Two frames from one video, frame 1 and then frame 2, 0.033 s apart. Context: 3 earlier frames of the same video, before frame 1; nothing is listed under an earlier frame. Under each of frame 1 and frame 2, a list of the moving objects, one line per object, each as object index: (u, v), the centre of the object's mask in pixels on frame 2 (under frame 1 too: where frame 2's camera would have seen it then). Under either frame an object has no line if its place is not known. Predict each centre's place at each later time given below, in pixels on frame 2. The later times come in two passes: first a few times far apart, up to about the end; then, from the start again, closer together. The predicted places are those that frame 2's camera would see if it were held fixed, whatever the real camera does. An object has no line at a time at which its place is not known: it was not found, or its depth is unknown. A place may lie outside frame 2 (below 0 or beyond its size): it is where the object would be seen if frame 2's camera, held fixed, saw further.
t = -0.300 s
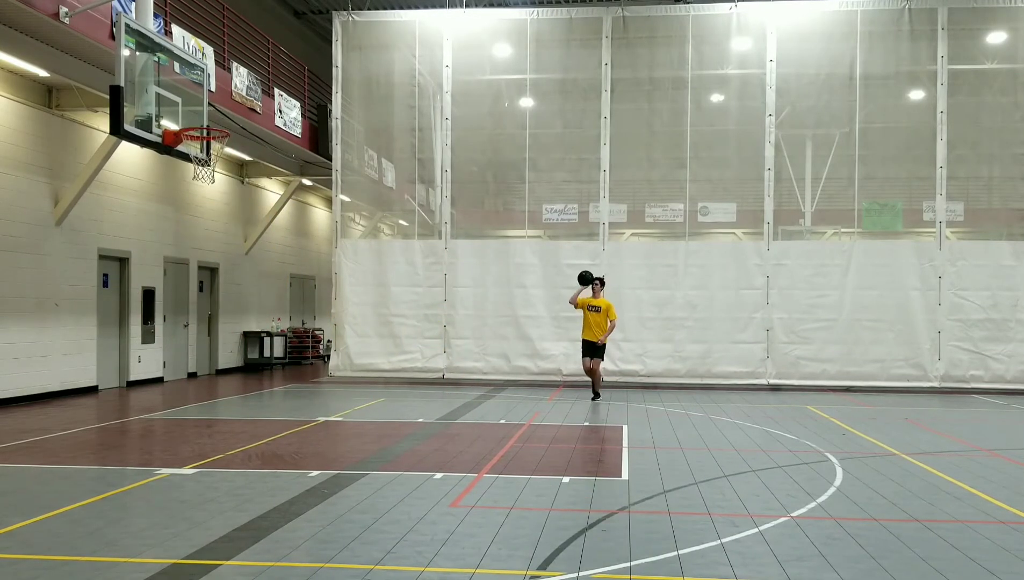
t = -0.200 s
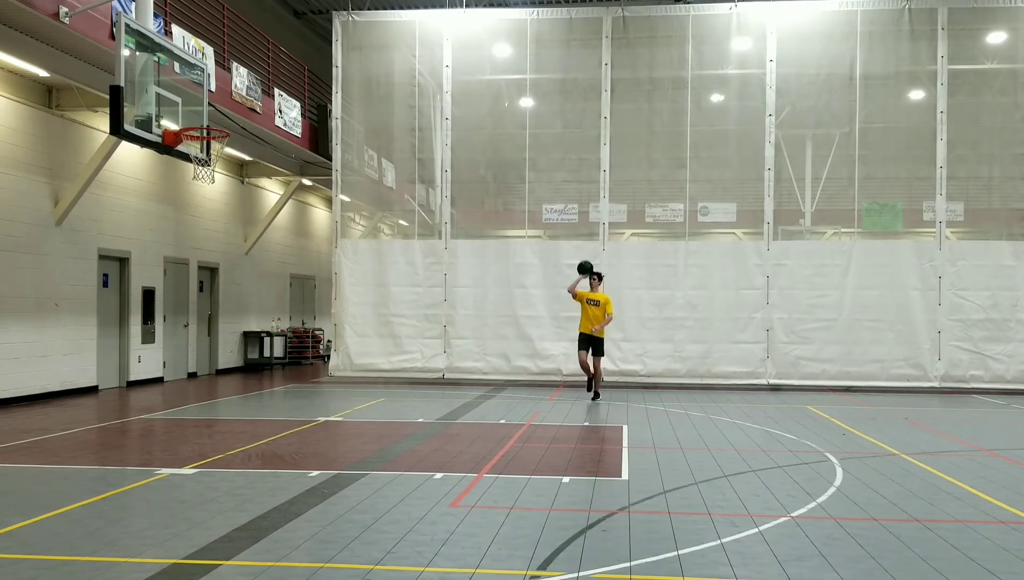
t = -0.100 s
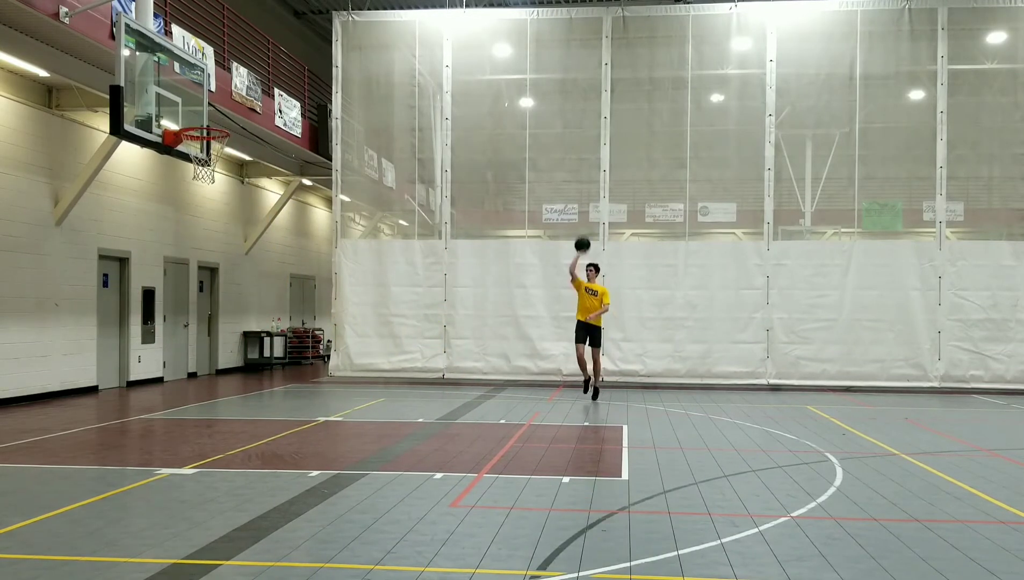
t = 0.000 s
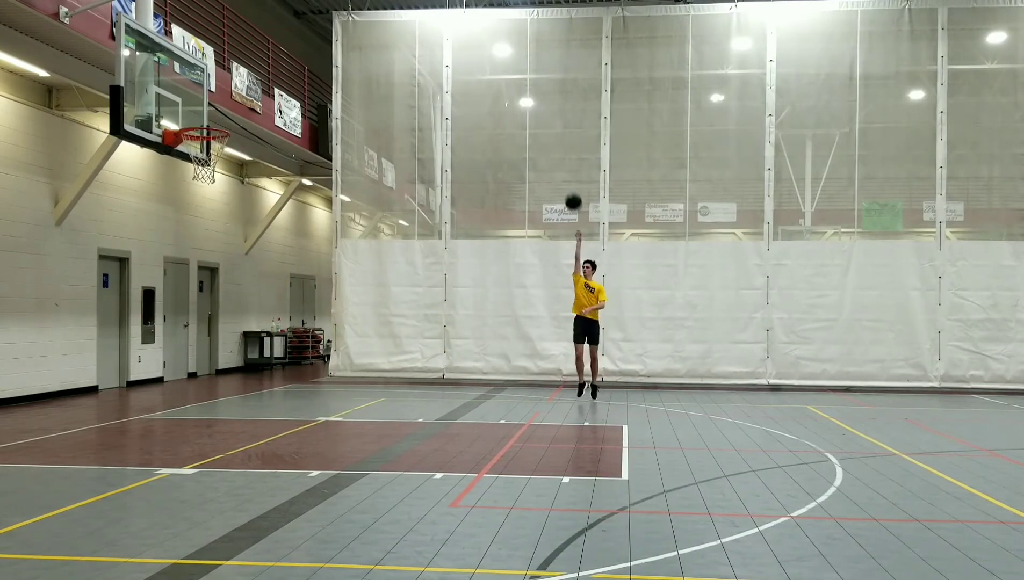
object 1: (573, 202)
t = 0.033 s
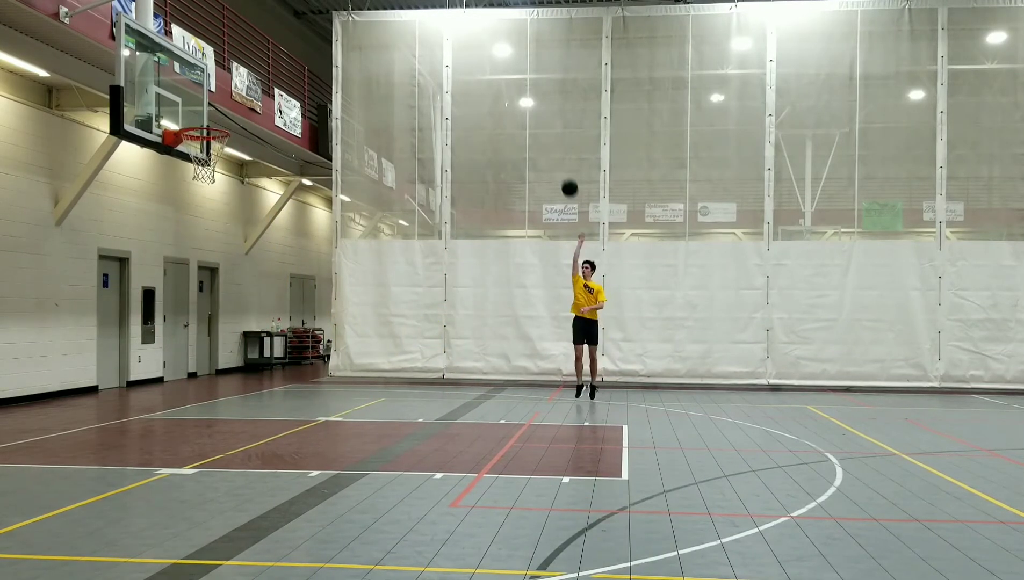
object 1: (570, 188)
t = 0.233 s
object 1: (547, 119)
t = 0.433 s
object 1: (523, 77)
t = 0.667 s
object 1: (493, 62)
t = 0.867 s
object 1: (466, 83)
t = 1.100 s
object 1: (433, 148)
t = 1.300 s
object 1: (403, 242)
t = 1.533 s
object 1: (364, 399)
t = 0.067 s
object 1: (566, 175)
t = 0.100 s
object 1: (562, 162)
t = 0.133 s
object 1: (558, 151)
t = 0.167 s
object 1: (554, 140)
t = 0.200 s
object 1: (551, 129)
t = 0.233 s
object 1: (547, 119)
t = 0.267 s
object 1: (543, 110)
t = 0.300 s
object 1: (539, 102)
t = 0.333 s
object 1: (536, 94)
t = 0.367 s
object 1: (531, 88)
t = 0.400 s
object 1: (527, 82)
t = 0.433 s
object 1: (523, 77)
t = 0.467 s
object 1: (519, 72)
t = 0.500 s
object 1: (515, 68)
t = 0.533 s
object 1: (511, 65)
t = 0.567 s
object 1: (506, 64)
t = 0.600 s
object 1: (502, 62)
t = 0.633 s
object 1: (498, 62)
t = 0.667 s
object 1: (493, 62)
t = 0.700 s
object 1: (489, 63)
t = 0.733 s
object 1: (484, 65)
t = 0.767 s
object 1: (480, 68)
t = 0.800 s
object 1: (476, 72)
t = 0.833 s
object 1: (471, 77)
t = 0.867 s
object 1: (466, 83)
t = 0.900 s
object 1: (462, 89)
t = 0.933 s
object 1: (457, 97)
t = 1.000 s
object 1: (448, 114)
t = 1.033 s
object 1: (443, 125)
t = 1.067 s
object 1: (438, 136)
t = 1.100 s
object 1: (433, 148)
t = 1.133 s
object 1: (428, 162)
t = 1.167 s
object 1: (423, 176)
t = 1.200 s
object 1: (418, 190)
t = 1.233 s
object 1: (413, 207)
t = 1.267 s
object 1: (408, 225)
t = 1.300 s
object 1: (403, 242)
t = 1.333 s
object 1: (398, 262)
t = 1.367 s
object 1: (392, 282)
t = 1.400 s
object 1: (387, 303)
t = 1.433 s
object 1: (381, 326)
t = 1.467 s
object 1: (376, 348)
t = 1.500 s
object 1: (370, 374)
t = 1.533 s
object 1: (364, 399)
